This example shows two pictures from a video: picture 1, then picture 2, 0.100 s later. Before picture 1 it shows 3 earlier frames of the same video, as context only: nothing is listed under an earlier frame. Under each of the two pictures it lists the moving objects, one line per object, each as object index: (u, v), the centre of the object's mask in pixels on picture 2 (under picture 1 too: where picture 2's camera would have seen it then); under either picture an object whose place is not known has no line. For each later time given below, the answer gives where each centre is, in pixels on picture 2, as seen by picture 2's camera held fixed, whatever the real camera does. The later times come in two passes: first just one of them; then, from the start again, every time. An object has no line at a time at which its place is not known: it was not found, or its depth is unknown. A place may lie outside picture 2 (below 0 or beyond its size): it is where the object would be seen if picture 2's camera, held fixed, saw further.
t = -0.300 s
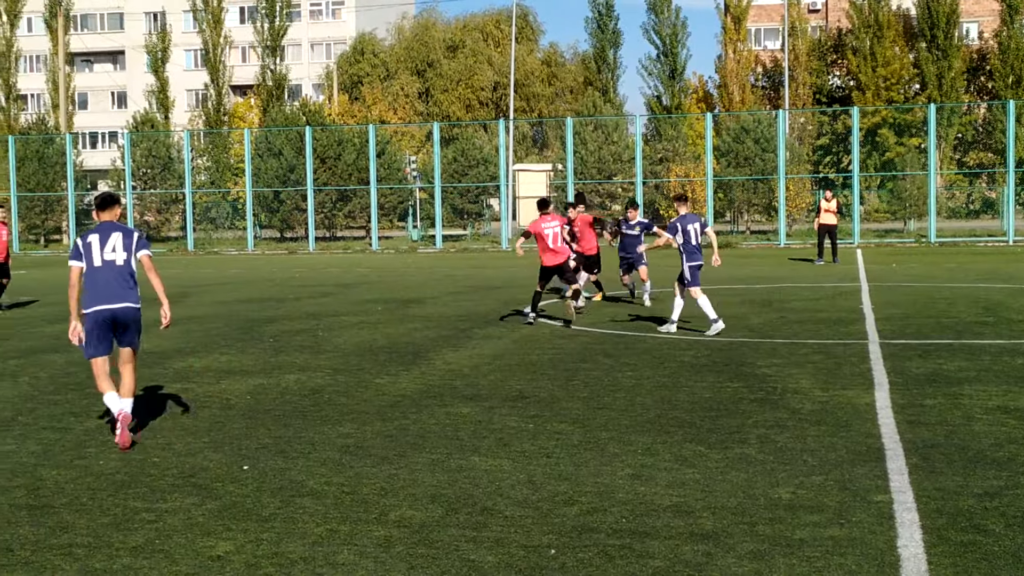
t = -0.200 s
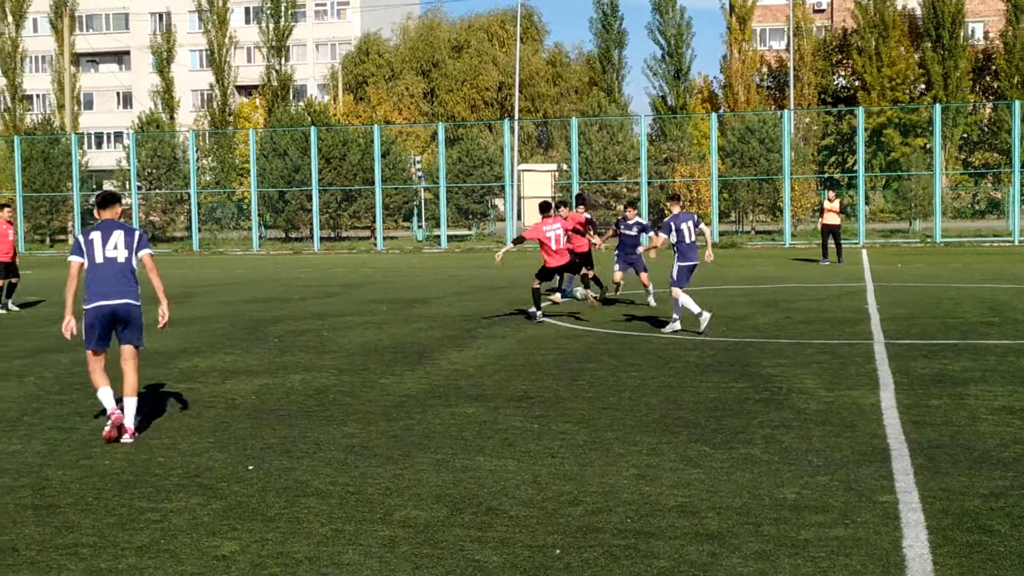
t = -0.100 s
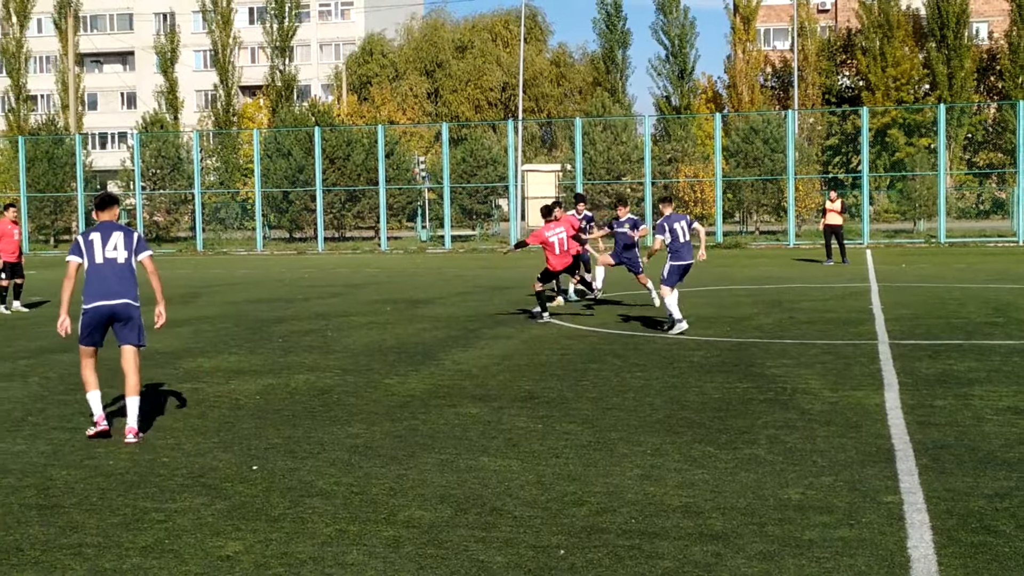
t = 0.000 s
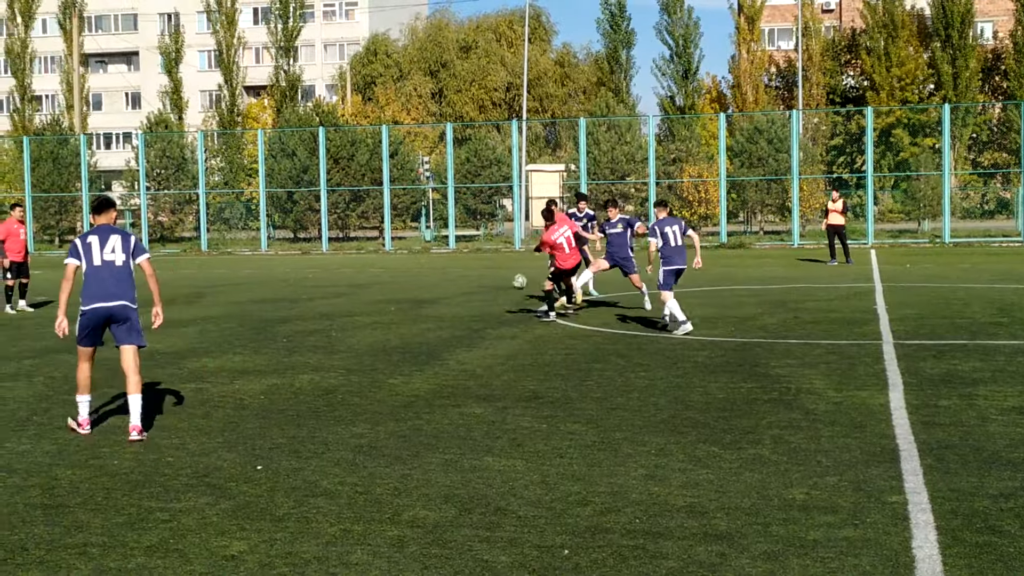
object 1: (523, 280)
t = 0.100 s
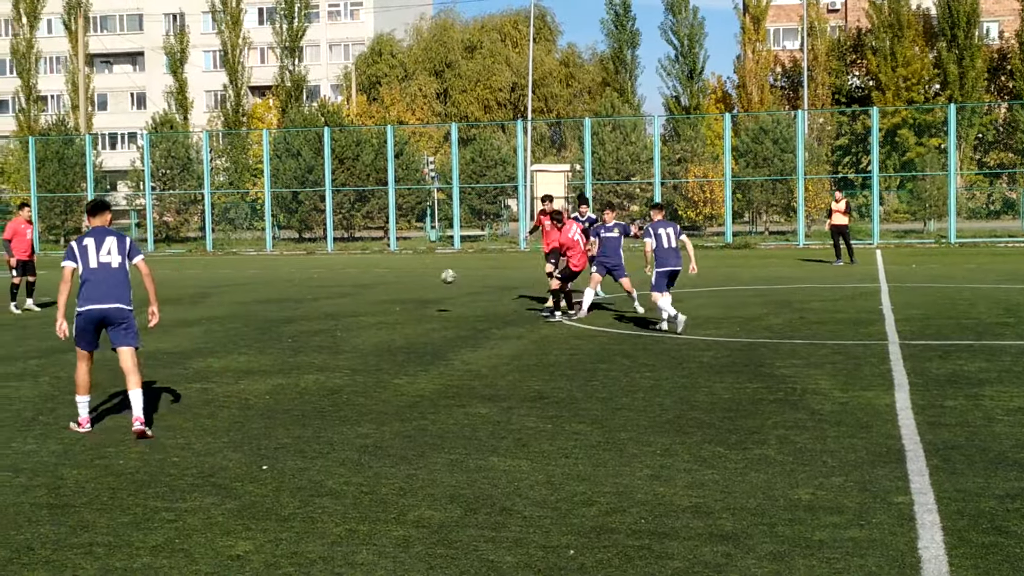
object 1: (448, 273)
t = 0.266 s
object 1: (330, 277)
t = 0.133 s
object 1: (423, 273)
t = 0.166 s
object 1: (399, 274)
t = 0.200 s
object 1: (376, 274)
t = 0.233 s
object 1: (354, 276)
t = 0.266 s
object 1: (330, 277)
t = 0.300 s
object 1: (309, 281)
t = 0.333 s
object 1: (288, 284)
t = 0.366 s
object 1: (266, 288)
